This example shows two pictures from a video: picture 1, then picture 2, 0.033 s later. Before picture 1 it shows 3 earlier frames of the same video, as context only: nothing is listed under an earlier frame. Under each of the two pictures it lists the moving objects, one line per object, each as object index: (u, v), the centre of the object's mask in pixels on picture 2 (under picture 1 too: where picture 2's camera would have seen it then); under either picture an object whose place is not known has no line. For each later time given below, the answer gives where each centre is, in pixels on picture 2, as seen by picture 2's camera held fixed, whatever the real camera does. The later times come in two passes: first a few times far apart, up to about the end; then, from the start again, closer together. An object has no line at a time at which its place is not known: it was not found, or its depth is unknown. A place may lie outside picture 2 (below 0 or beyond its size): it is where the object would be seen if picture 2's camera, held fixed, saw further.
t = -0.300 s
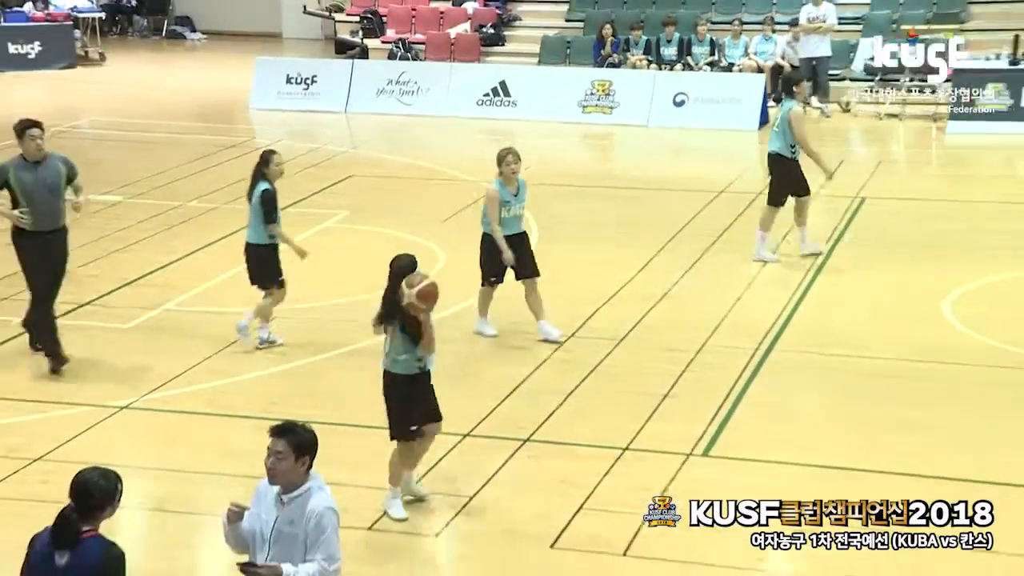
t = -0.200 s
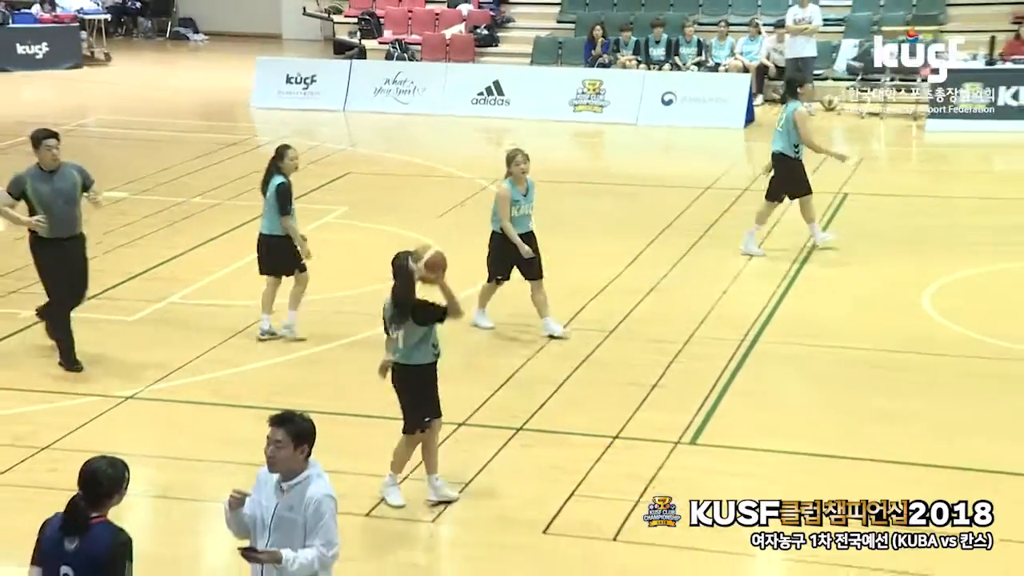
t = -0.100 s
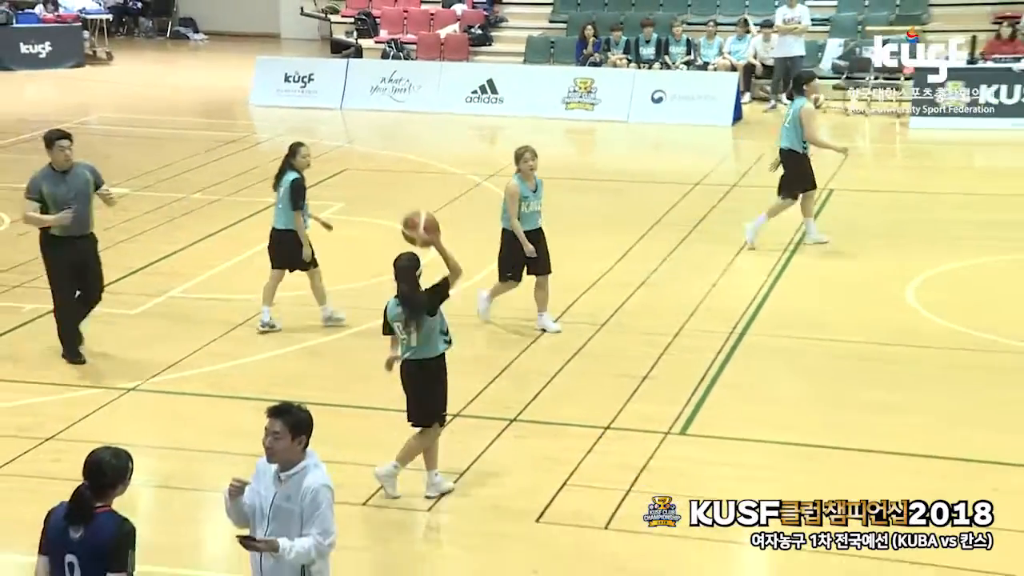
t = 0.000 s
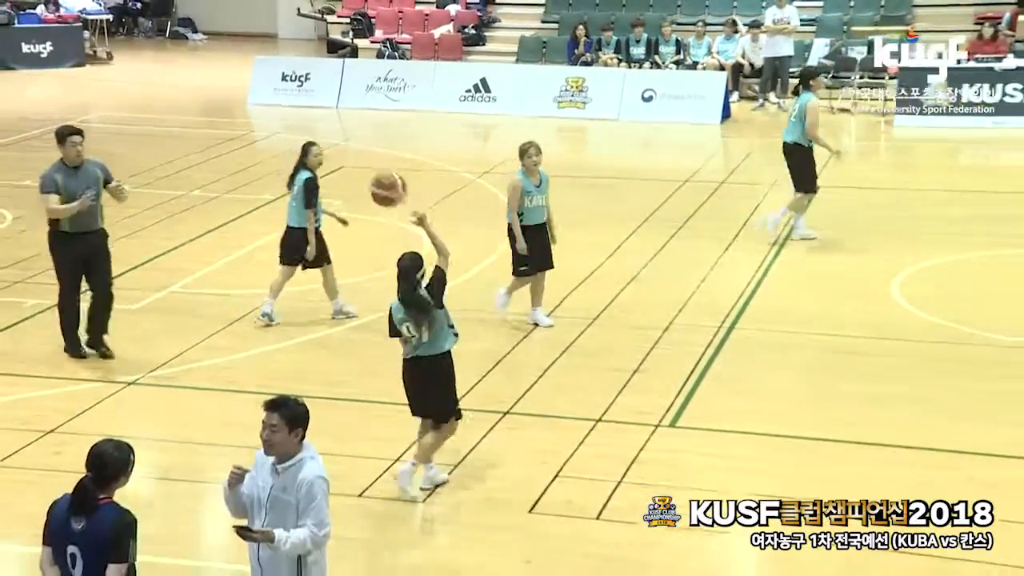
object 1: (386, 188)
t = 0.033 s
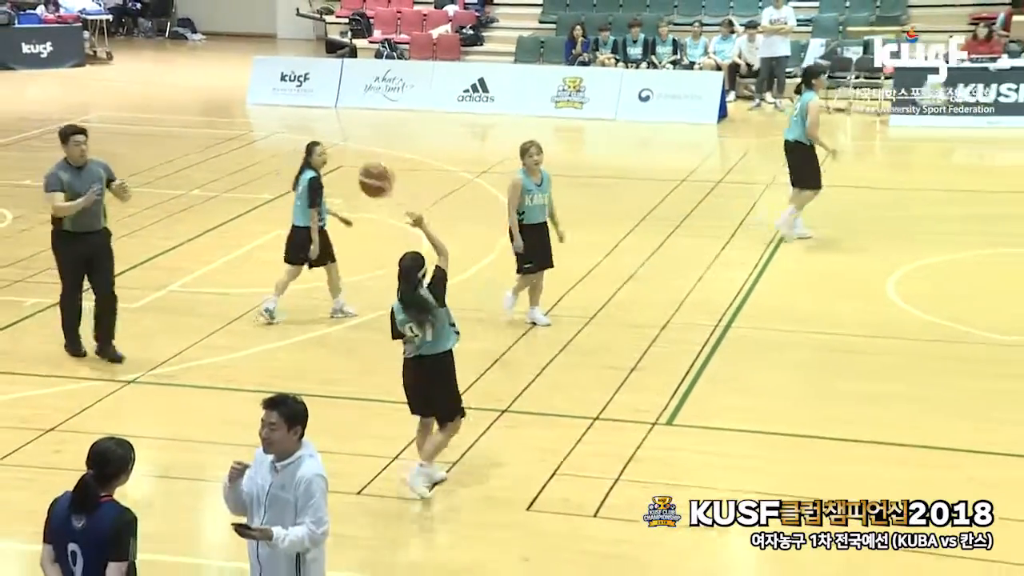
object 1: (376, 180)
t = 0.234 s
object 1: (316, 160)
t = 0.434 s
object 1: (264, 200)
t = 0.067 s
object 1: (365, 173)
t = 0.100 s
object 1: (356, 166)
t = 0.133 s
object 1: (346, 162)
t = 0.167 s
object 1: (337, 160)
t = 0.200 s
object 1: (329, 160)
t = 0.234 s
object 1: (316, 160)
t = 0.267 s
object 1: (307, 163)
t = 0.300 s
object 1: (298, 166)
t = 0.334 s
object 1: (289, 172)
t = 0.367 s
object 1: (280, 180)
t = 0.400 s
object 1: (271, 190)
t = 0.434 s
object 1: (264, 200)
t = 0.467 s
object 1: (256, 212)
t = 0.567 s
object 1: (233, 254)
